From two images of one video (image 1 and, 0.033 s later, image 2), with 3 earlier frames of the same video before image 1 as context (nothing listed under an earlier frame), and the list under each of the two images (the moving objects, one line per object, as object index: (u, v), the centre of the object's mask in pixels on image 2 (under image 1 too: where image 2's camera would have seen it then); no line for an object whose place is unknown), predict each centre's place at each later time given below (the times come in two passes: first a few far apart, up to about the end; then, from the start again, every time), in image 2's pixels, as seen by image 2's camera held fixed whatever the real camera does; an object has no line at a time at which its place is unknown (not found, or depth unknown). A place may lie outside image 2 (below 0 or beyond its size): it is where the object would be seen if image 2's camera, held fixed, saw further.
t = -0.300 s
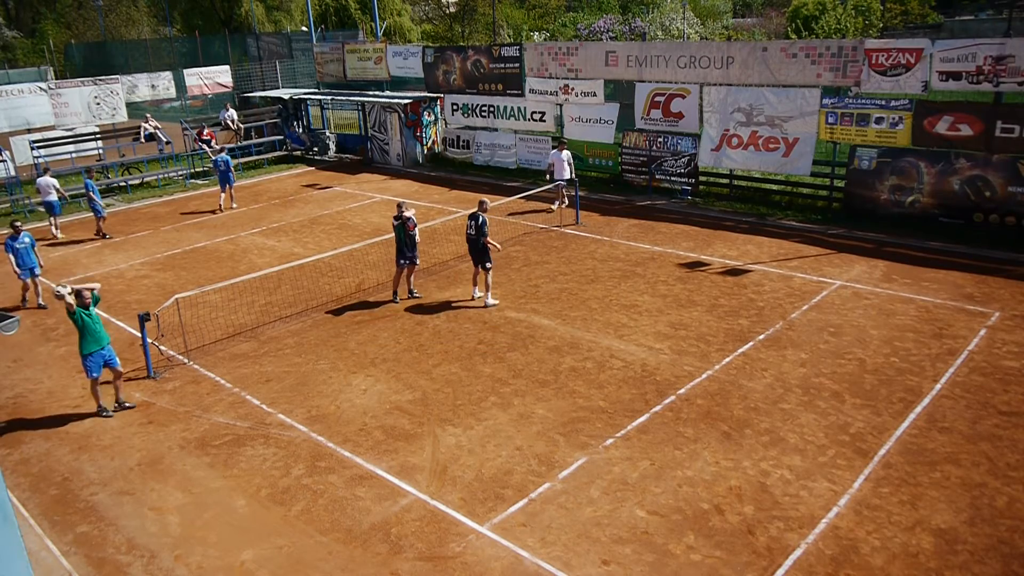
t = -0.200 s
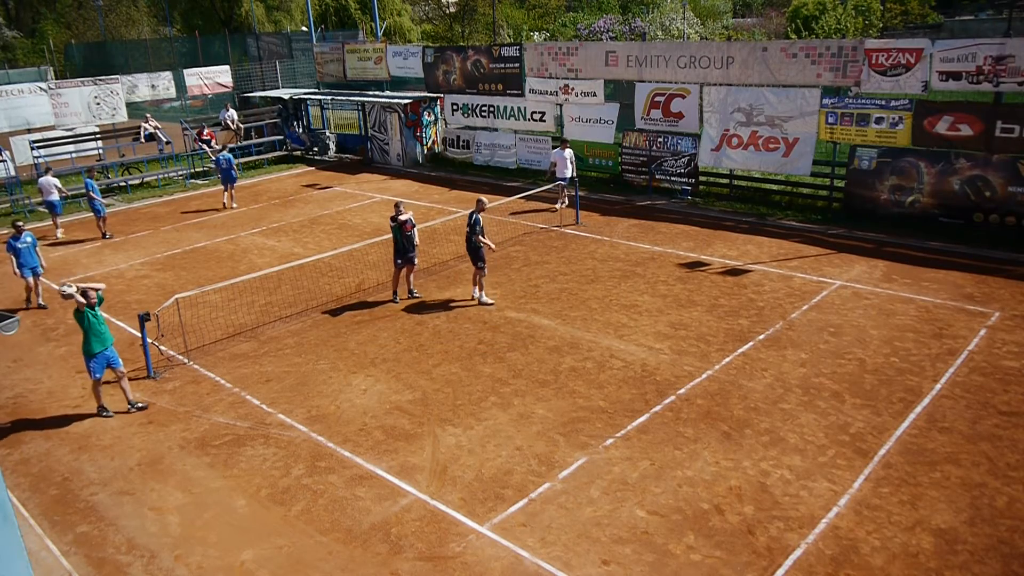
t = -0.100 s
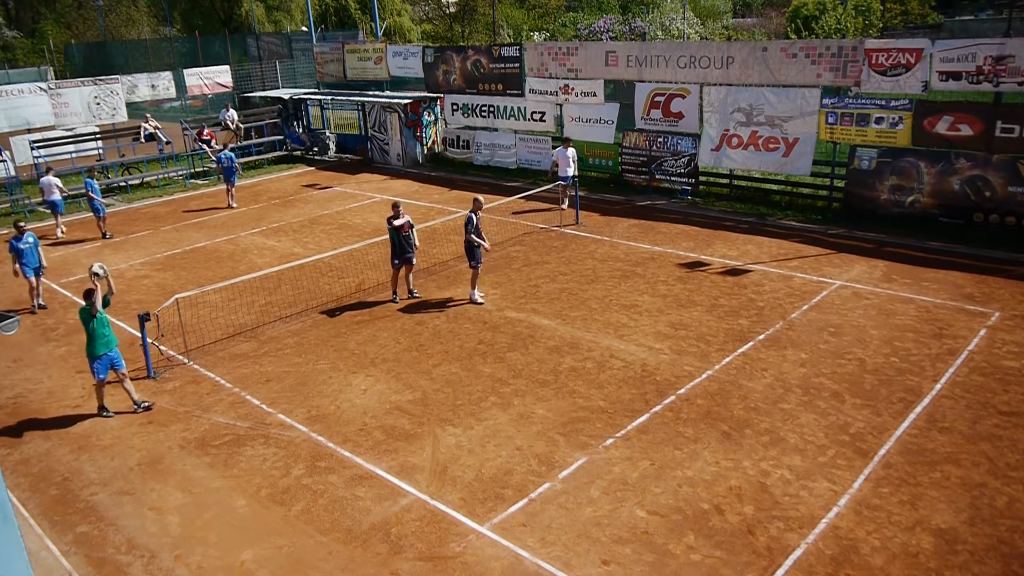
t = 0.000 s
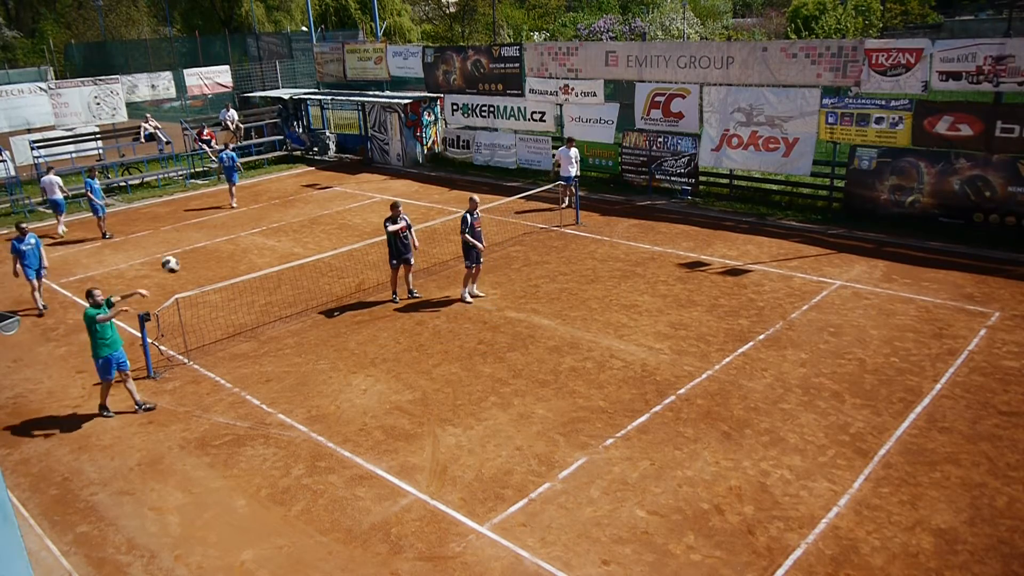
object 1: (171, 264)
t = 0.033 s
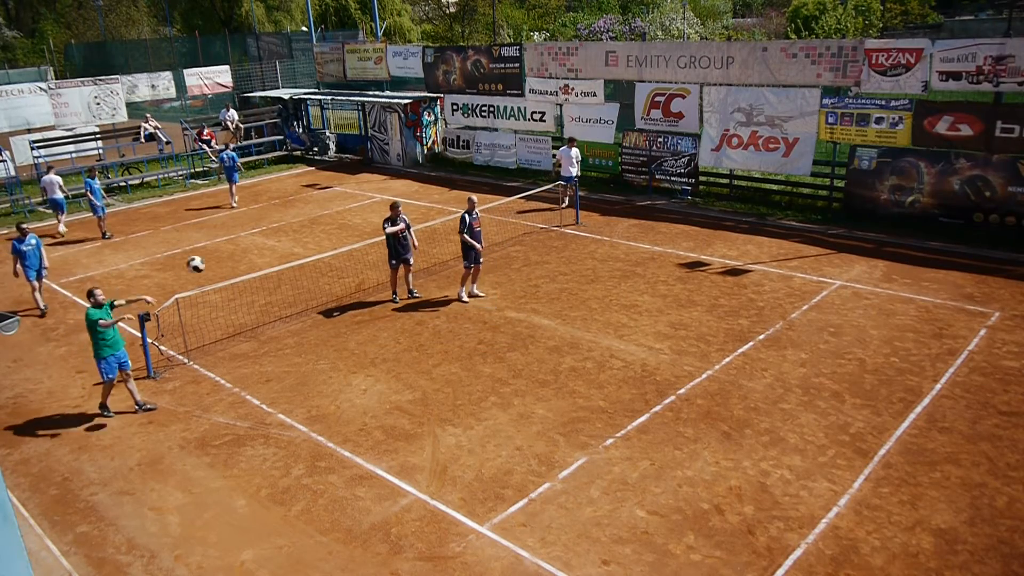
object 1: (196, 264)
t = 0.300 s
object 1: (399, 293)
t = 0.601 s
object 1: (621, 378)
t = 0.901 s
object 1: (733, 298)
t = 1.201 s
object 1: (835, 273)
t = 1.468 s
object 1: (916, 307)
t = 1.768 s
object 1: (1002, 321)
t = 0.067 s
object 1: (221, 265)
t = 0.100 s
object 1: (246, 266)
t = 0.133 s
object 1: (271, 269)
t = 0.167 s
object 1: (297, 271)
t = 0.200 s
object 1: (323, 275)
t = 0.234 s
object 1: (349, 280)
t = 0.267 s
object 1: (373, 285)
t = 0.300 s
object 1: (399, 293)
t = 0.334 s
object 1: (425, 299)
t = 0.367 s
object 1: (451, 305)
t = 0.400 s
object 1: (475, 314)
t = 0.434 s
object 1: (500, 323)
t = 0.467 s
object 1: (525, 332)
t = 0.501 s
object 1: (550, 342)
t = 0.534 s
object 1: (573, 354)
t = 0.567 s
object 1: (597, 365)
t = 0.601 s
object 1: (621, 378)
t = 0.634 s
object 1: (639, 375)
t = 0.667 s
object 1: (650, 364)
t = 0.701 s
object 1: (661, 353)
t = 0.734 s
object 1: (673, 341)
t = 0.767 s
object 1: (685, 331)
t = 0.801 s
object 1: (697, 321)
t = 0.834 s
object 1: (709, 313)
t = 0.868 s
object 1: (720, 305)
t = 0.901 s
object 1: (733, 298)
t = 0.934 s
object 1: (744, 291)
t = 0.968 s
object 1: (756, 287)
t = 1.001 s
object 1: (768, 282)
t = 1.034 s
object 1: (779, 278)
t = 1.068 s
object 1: (791, 276)
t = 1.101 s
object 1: (802, 274)
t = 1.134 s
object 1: (813, 272)
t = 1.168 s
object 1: (825, 272)
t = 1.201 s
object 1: (835, 273)
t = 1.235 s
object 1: (846, 275)
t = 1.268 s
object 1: (856, 277)
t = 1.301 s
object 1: (867, 280)
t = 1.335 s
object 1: (877, 284)
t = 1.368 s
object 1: (887, 288)
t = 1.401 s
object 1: (896, 294)
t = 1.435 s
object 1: (906, 300)
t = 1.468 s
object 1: (916, 307)
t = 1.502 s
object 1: (925, 315)
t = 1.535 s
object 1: (934, 323)
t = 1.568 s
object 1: (942, 332)
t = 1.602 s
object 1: (950, 342)
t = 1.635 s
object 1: (957, 353)
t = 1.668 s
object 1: (968, 349)
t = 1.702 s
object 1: (979, 339)
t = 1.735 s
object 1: (990, 330)
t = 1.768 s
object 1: (1002, 321)
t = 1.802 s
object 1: (1013, 314)
